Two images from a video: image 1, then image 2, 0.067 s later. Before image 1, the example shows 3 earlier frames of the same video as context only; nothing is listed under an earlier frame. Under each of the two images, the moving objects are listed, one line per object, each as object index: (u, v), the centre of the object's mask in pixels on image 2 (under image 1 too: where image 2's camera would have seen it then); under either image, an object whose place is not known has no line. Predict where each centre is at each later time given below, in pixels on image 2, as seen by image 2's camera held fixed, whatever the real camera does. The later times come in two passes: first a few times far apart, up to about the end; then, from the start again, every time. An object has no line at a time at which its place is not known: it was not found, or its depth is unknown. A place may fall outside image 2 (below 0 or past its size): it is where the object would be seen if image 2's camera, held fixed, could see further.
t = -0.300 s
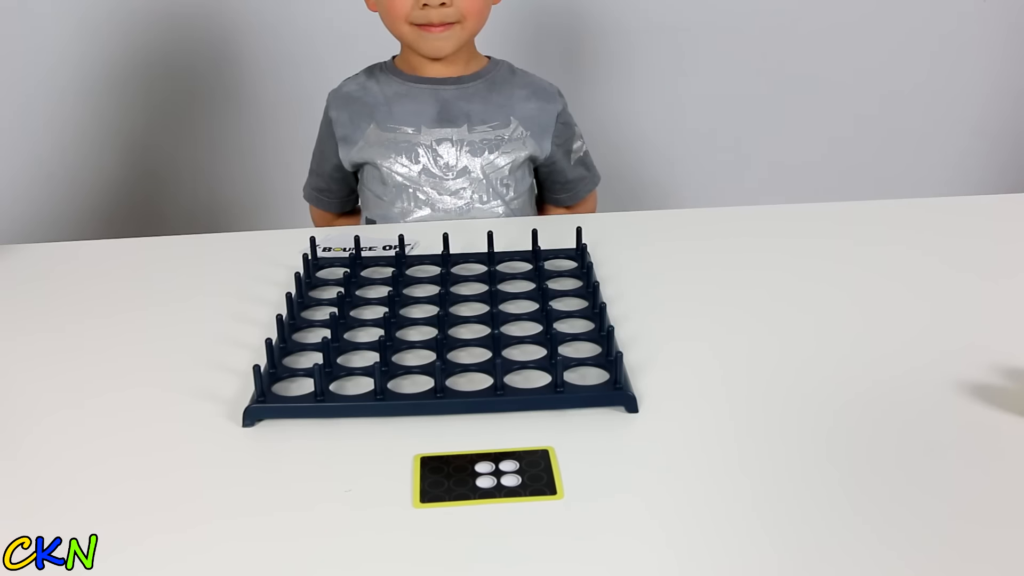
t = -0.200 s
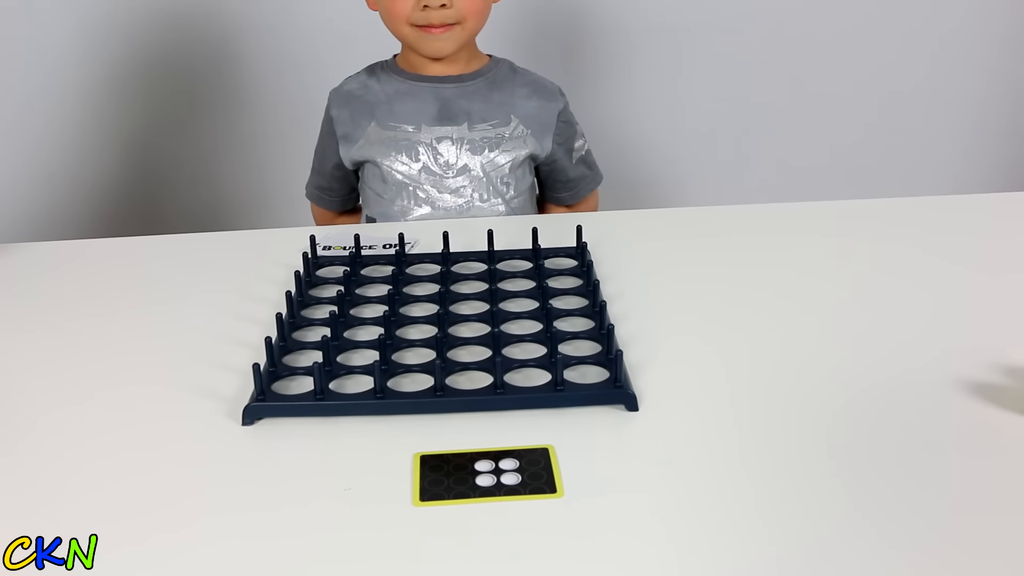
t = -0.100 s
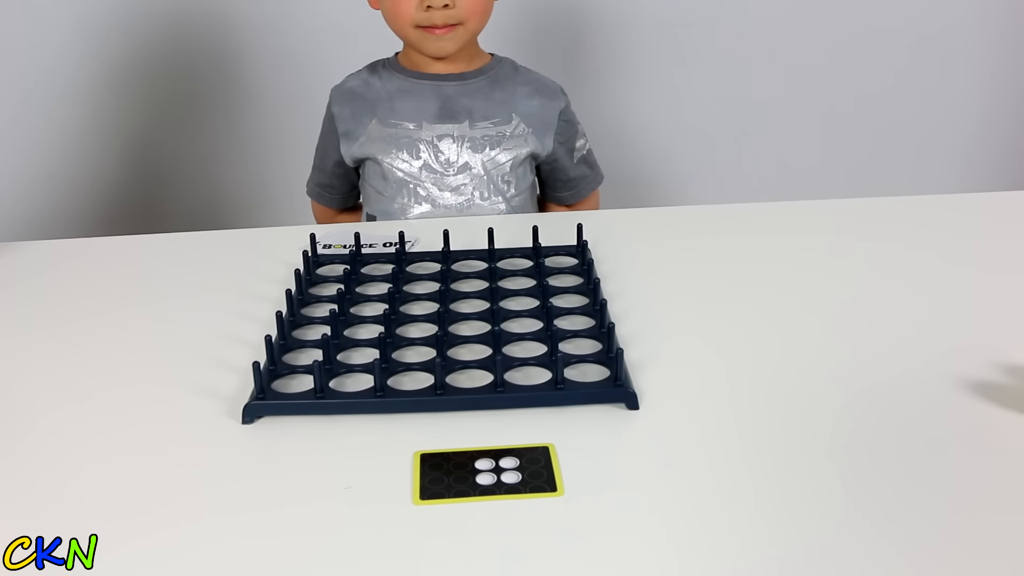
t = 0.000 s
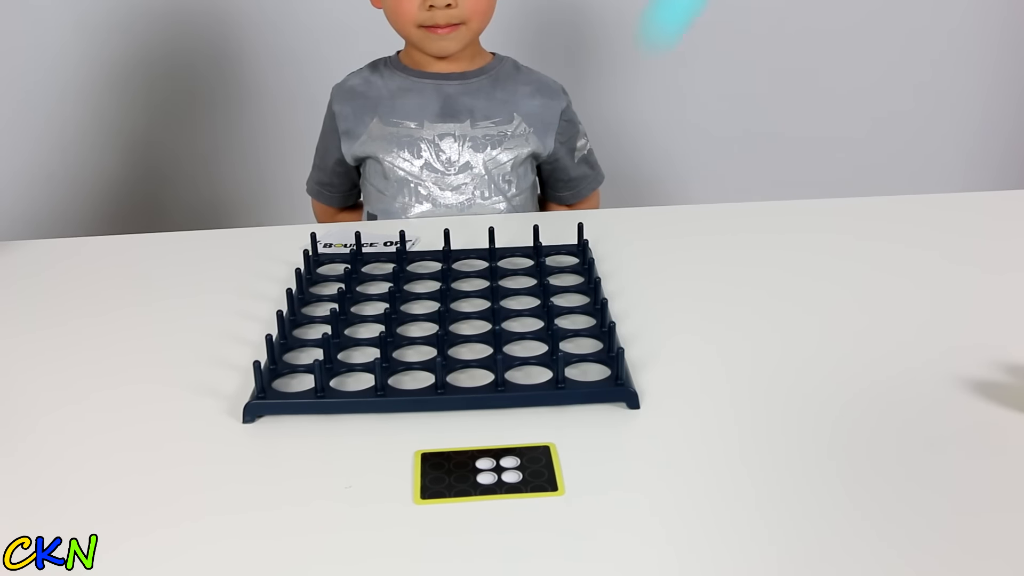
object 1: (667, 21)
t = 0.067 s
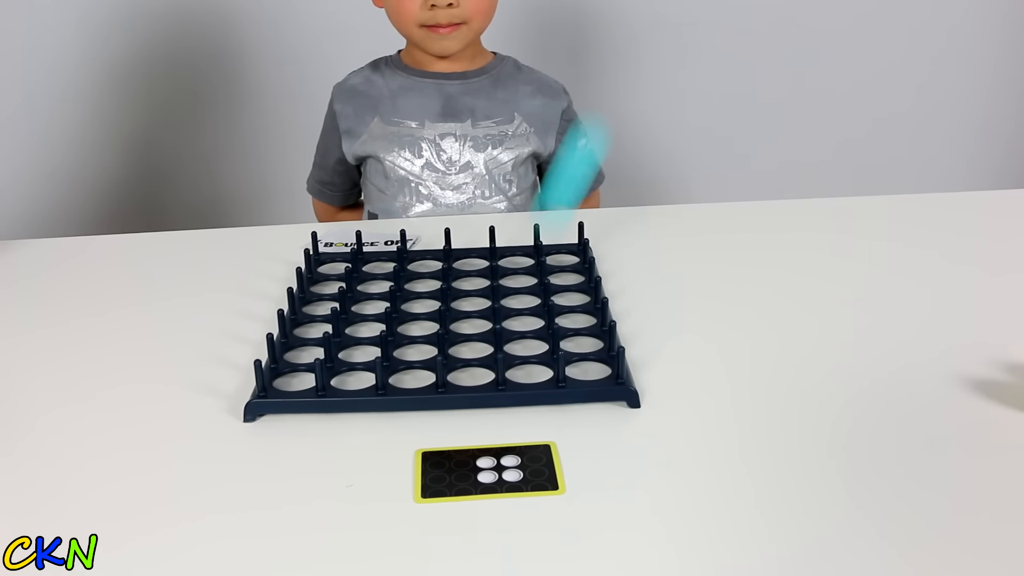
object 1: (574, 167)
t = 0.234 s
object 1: (427, 220)
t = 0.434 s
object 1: (306, 290)
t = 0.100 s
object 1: (524, 236)
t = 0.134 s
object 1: (490, 215)
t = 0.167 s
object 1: (468, 205)
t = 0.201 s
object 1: (449, 207)
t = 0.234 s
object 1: (427, 220)
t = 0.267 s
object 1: (402, 257)
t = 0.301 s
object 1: (379, 295)
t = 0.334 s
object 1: (344, 305)
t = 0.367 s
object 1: (323, 296)
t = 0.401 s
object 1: (306, 294)
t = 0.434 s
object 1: (306, 290)
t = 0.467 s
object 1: (311, 295)
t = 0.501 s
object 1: (312, 302)
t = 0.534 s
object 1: (311, 309)
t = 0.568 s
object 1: (310, 315)
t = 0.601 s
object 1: (311, 315)
